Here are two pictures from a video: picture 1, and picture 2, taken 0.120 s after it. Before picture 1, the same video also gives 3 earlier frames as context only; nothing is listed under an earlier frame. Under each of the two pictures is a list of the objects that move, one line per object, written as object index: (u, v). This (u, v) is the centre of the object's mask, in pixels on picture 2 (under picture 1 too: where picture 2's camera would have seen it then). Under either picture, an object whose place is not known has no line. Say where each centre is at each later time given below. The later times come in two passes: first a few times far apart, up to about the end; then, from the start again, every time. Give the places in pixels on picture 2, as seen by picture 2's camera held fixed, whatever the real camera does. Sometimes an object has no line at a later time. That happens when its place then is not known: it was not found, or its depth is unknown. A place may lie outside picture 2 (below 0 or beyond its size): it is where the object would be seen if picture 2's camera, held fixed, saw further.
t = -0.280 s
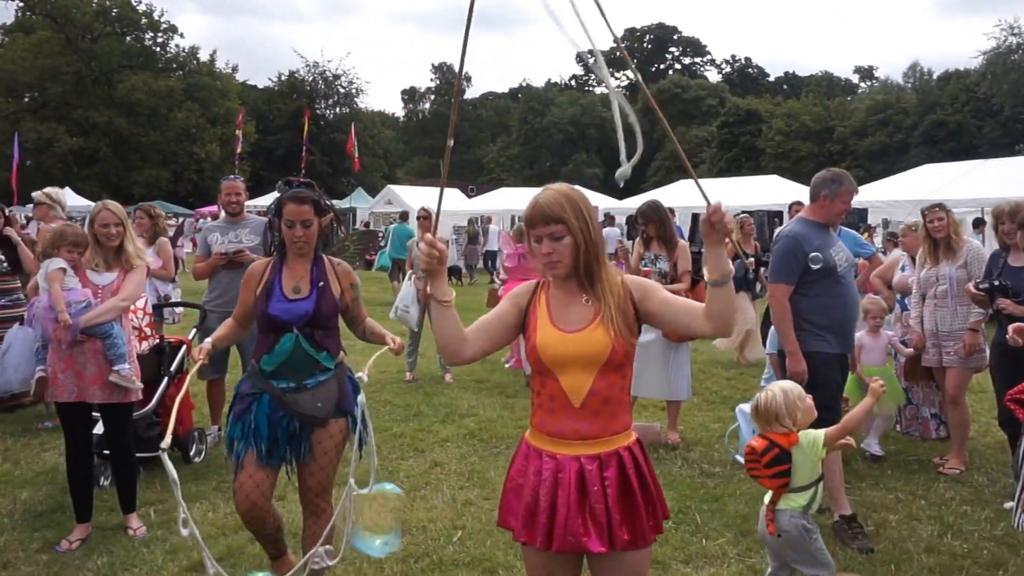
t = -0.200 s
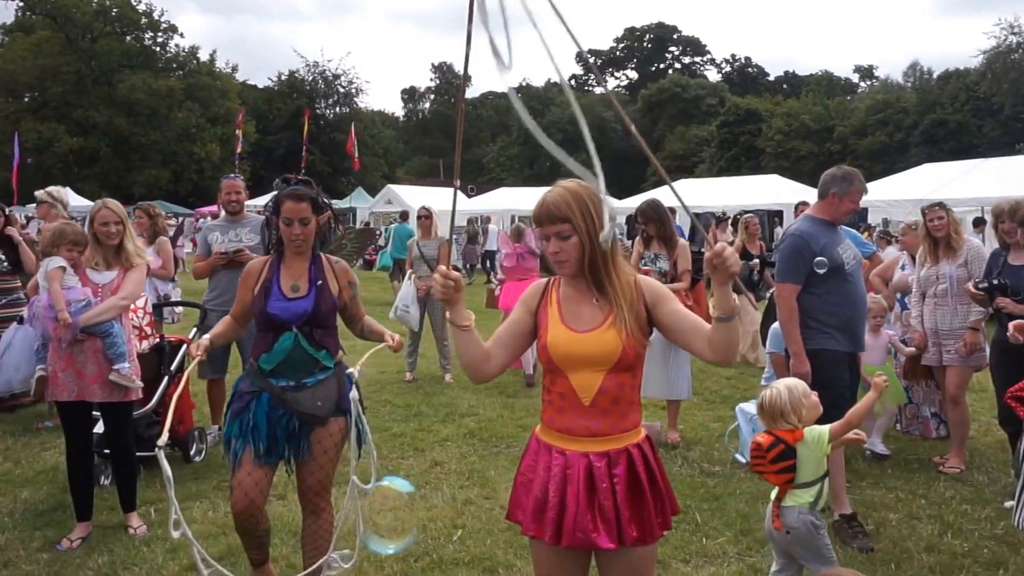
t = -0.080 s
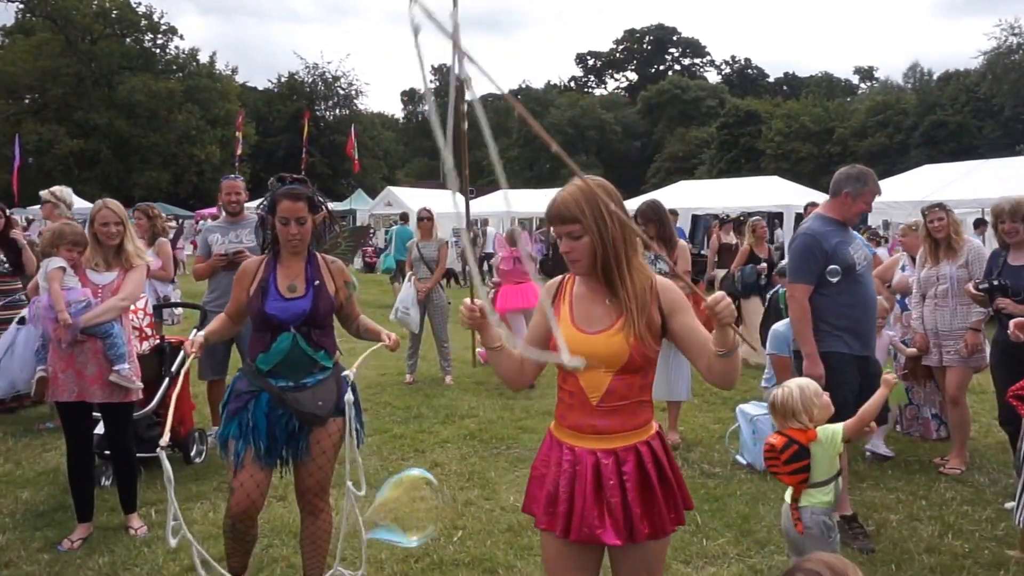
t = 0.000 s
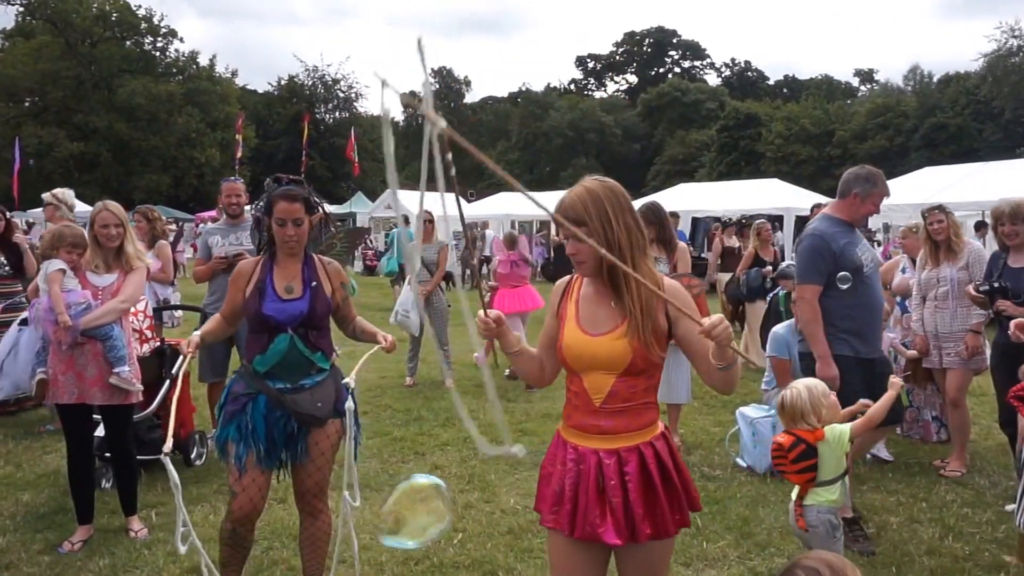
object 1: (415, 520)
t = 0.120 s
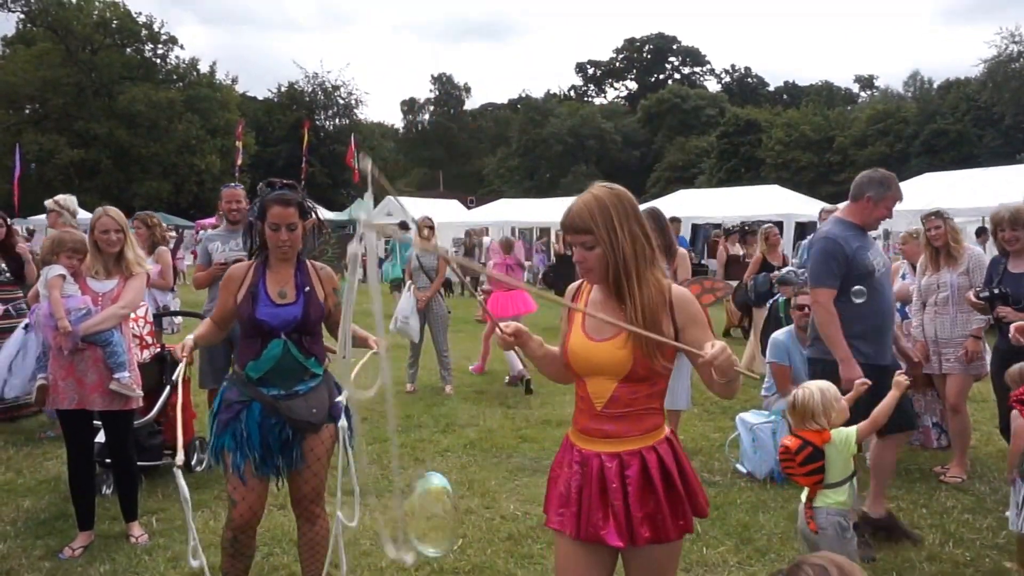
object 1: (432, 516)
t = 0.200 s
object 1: (436, 513)
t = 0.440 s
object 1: (473, 514)
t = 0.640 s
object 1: (492, 508)
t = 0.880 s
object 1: (529, 510)
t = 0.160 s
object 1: (436, 513)
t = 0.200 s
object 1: (436, 513)
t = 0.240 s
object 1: (444, 516)
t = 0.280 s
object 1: (450, 519)
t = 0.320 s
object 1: (457, 519)
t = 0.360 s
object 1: (460, 517)
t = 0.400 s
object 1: (468, 516)
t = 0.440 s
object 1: (473, 514)
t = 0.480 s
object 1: (476, 514)
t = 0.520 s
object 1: (481, 512)
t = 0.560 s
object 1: (486, 510)
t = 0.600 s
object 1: (487, 509)
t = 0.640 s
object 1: (492, 508)
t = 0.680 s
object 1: (500, 510)
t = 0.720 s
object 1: (509, 510)
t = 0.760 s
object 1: (515, 510)
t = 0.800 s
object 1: (525, 510)
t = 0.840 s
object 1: (524, 510)
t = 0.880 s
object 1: (529, 510)
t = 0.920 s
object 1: (528, 510)
